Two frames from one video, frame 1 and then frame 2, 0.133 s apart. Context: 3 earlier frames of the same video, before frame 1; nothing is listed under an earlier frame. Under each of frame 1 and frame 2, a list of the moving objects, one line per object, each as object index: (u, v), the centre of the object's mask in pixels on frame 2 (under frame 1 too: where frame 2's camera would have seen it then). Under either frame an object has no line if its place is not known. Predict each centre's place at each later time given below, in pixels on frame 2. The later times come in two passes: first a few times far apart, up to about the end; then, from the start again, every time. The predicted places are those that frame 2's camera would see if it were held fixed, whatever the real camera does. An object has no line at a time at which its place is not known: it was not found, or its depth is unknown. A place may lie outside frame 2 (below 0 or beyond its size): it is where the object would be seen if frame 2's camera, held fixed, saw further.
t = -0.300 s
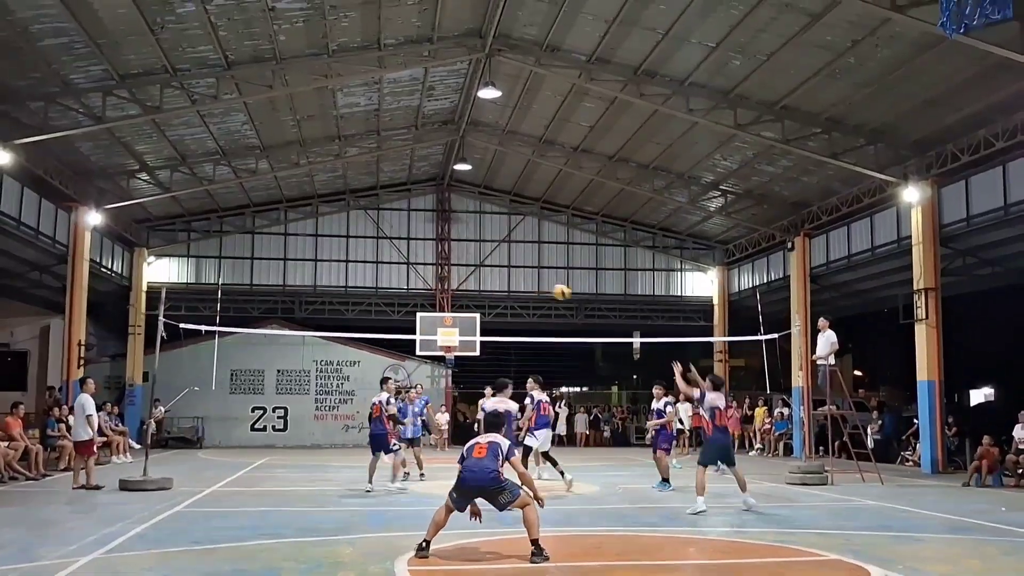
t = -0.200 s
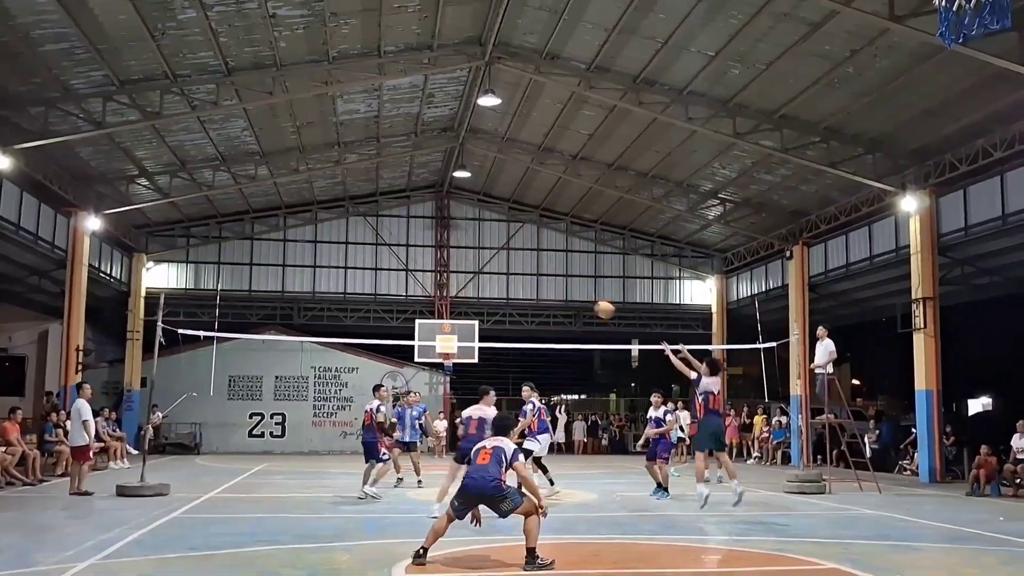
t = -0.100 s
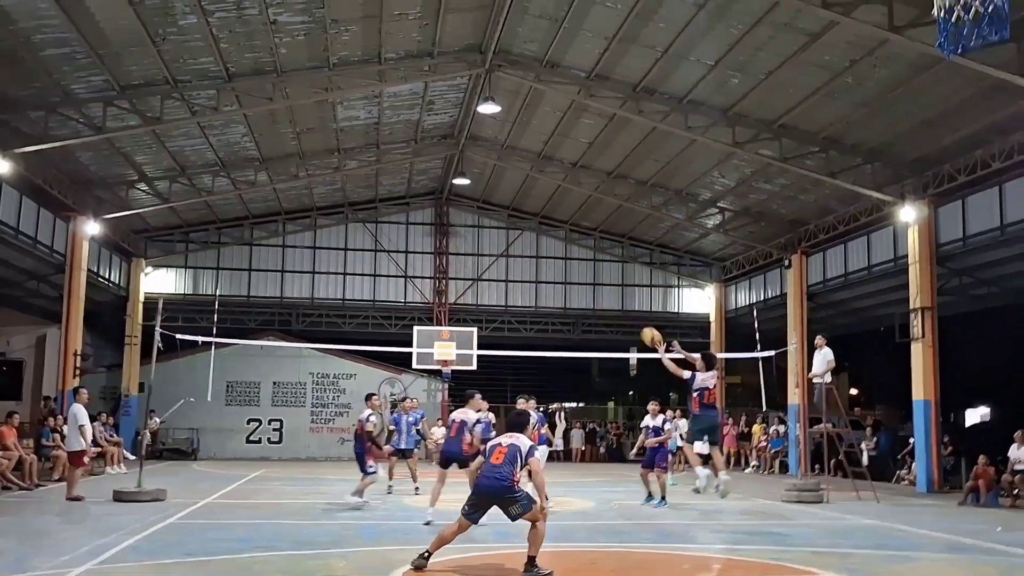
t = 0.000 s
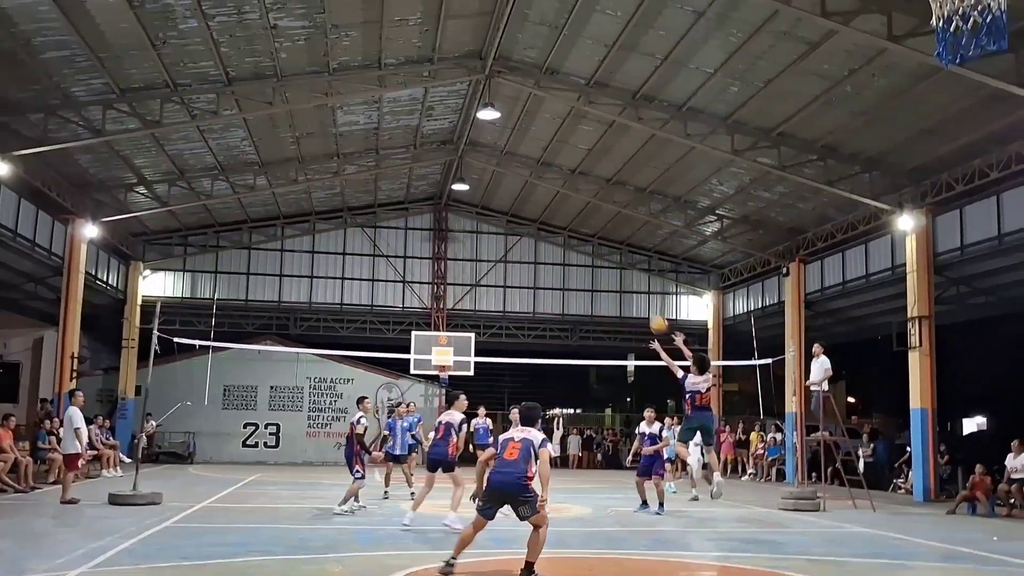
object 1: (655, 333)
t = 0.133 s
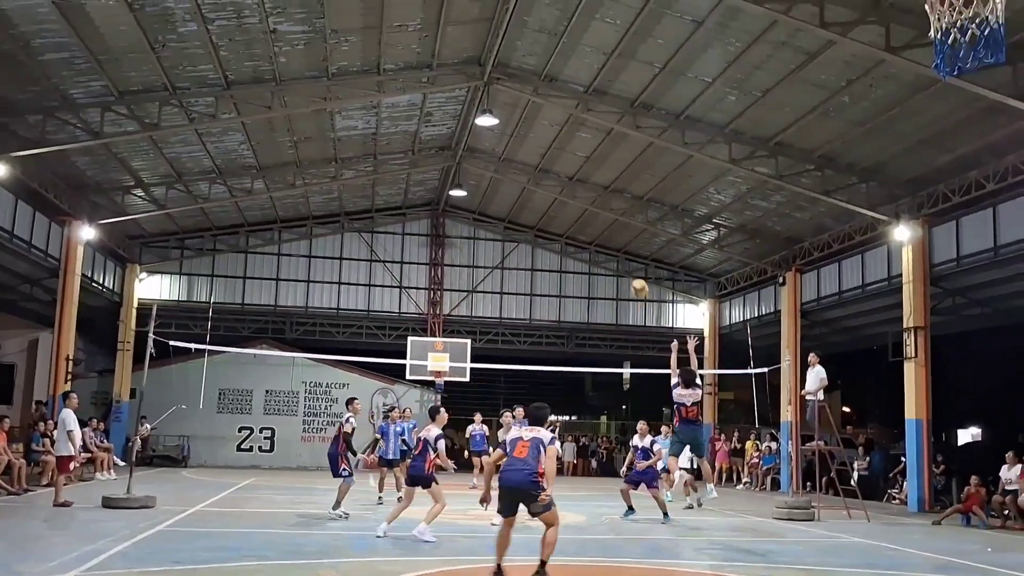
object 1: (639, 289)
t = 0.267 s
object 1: (624, 261)
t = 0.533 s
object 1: (598, 248)
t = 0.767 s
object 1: (576, 276)
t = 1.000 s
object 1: (556, 340)
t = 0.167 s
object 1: (636, 280)
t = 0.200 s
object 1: (632, 272)
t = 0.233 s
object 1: (628, 267)
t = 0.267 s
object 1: (624, 261)
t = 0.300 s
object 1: (621, 257)
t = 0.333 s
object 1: (618, 254)
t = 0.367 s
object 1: (615, 251)
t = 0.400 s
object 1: (611, 248)
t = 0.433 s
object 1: (608, 247)
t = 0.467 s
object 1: (605, 247)
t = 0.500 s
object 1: (601, 247)
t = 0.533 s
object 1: (598, 248)
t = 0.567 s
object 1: (595, 250)
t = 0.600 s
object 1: (592, 253)
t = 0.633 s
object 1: (589, 256)
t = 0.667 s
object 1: (586, 260)
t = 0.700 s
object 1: (582, 265)
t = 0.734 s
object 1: (580, 270)
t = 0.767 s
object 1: (576, 276)
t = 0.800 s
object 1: (574, 283)
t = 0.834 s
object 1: (571, 291)
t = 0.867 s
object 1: (567, 299)
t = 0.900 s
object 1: (564, 308)
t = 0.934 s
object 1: (562, 319)
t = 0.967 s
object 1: (558, 330)
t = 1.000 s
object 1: (556, 340)
